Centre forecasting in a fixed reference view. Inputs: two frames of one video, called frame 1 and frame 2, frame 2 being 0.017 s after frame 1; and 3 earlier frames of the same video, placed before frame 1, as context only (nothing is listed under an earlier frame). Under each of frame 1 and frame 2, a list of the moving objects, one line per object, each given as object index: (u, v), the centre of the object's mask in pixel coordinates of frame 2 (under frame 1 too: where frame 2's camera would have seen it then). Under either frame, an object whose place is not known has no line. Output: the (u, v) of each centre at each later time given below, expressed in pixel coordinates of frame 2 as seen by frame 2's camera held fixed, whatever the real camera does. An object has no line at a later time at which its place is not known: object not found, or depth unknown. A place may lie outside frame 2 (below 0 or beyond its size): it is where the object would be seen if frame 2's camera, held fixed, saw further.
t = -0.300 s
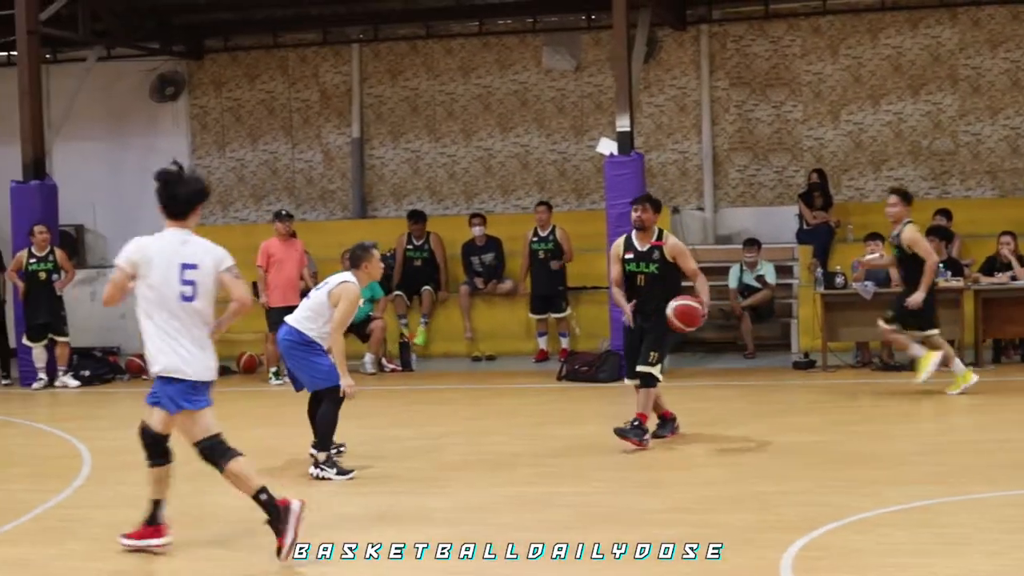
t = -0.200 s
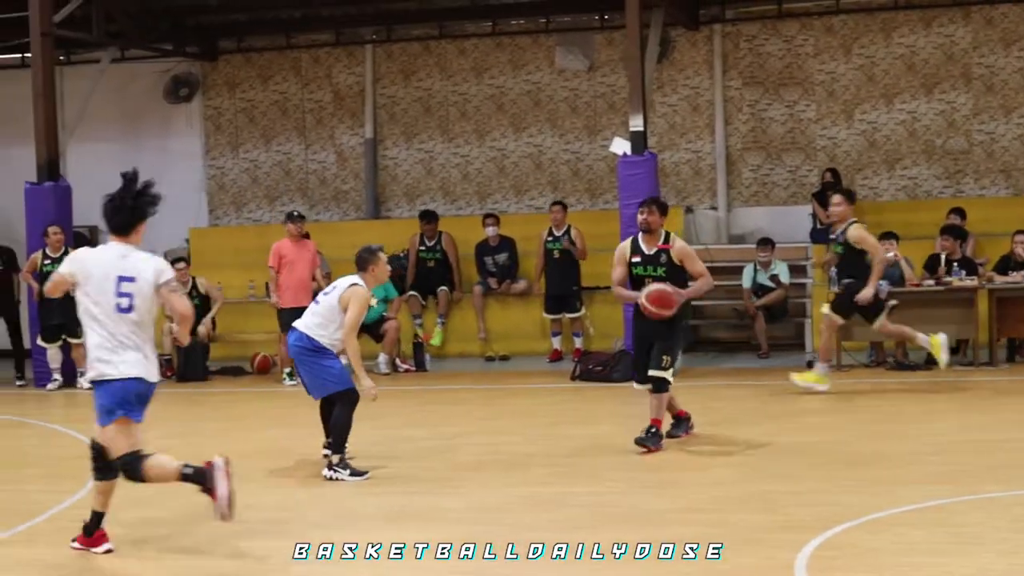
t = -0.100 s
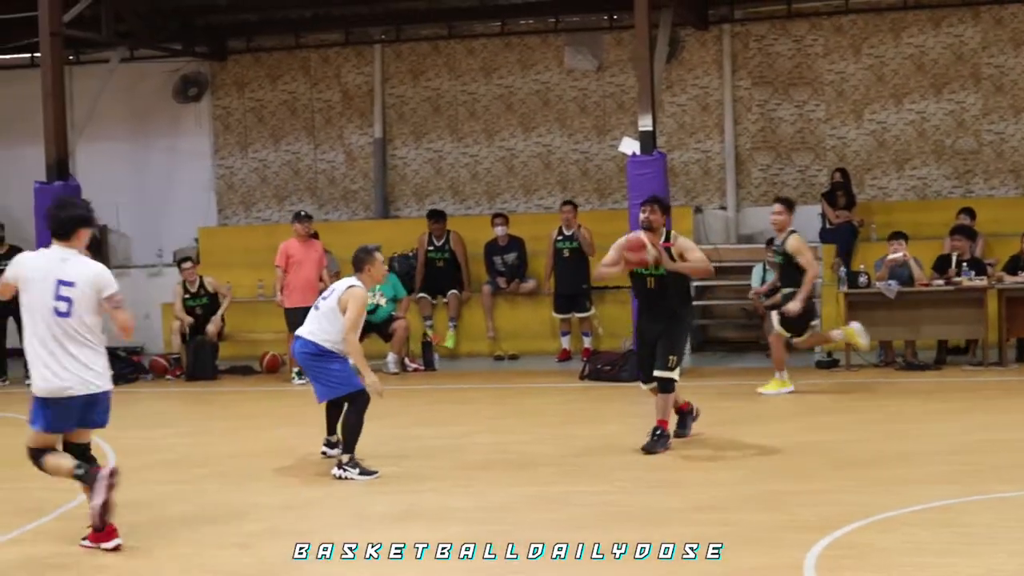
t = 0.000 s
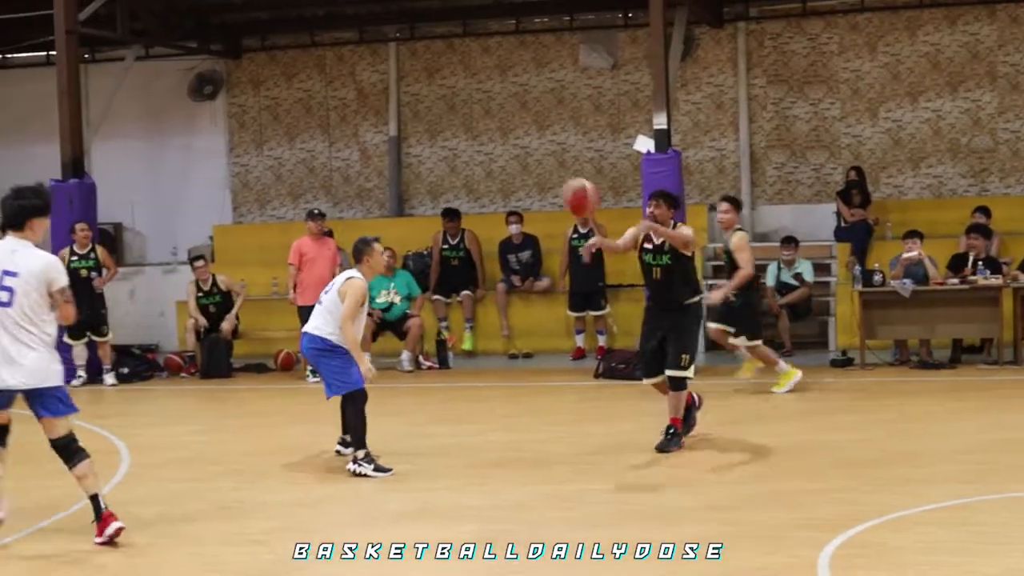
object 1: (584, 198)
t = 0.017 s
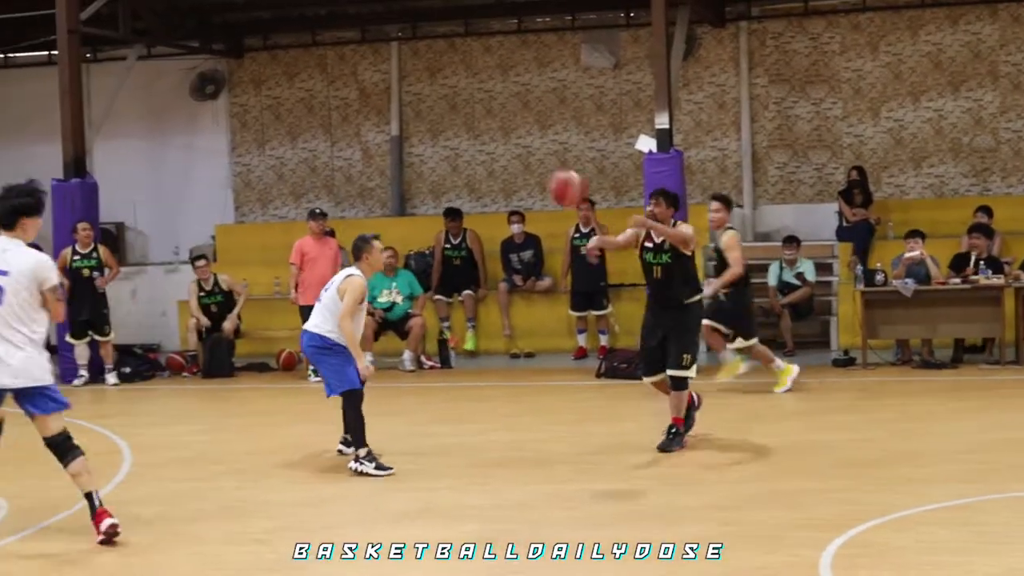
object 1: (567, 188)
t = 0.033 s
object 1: (551, 182)
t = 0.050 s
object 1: (532, 173)
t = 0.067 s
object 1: (515, 168)
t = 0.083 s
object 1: (496, 161)
